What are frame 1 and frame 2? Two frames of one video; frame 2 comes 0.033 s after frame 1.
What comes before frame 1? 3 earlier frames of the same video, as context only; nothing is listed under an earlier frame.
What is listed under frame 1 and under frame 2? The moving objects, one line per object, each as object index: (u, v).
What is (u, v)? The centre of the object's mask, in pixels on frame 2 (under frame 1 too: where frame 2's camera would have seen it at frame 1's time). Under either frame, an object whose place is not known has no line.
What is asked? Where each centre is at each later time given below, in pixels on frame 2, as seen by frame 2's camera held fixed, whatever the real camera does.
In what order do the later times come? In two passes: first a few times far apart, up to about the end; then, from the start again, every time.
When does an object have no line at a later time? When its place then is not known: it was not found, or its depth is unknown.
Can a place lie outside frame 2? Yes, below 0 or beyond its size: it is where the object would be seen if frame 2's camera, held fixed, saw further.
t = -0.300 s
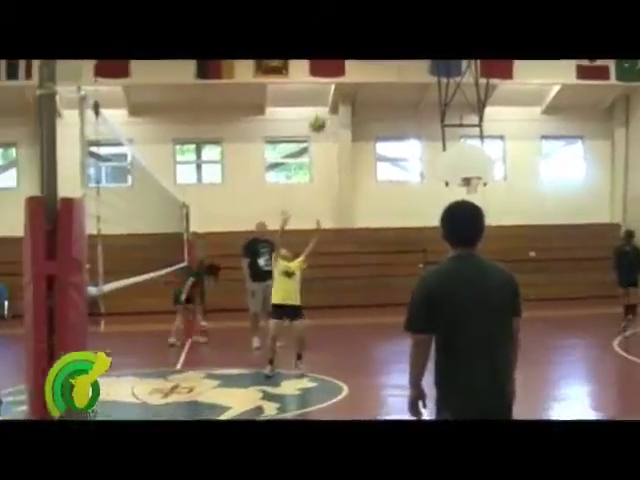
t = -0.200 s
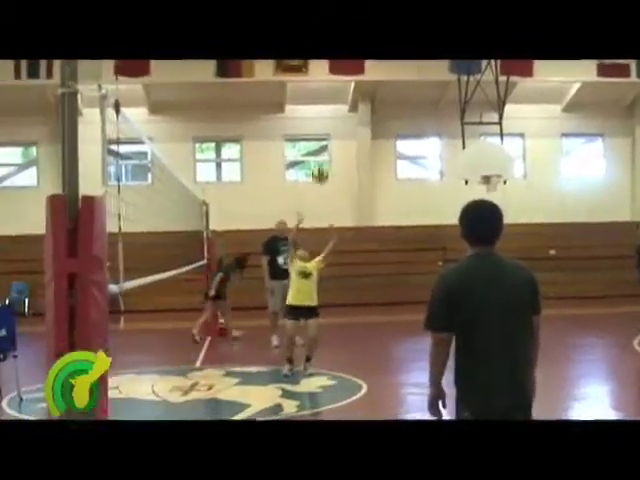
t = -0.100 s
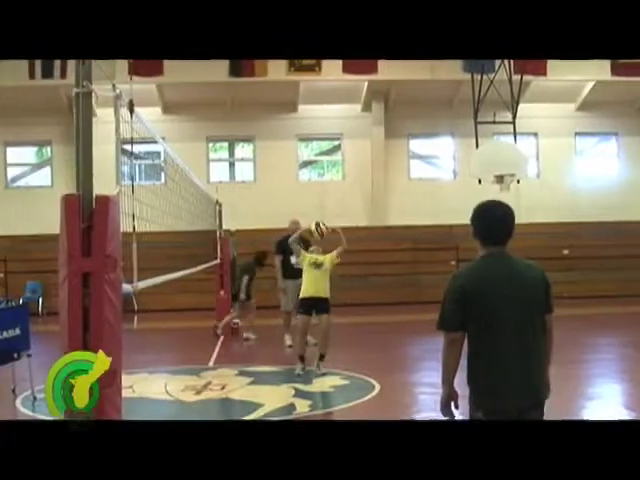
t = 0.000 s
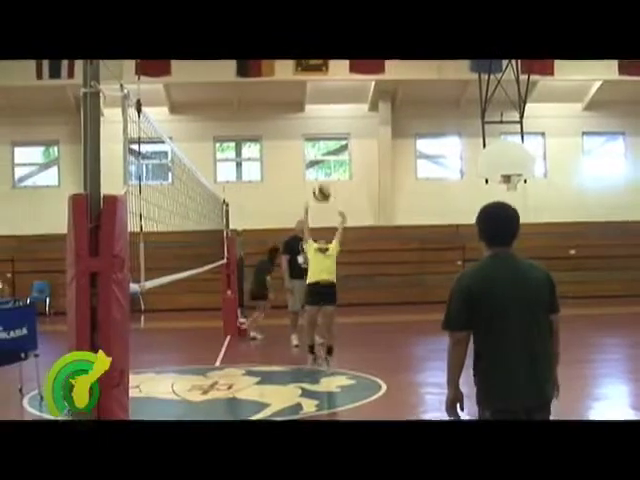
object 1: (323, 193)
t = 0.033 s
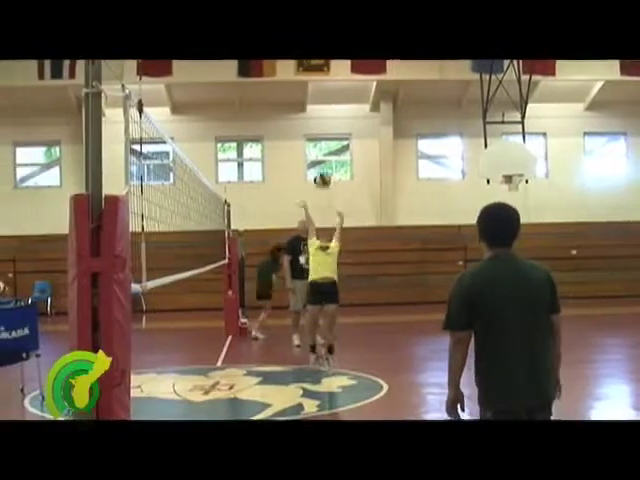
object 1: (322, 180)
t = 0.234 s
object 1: (317, 118)
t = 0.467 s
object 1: (313, 88)
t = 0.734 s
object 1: (311, 103)
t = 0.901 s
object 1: (313, 136)
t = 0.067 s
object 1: (321, 166)
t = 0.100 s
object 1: (321, 154)
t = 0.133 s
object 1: (319, 143)
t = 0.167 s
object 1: (319, 134)
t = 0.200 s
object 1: (318, 125)
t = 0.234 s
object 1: (317, 118)
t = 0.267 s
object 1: (316, 111)
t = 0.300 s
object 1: (316, 105)
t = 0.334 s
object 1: (315, 100)
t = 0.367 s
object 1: (314, 95)
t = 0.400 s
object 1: (313, 92)
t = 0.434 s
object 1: (313, 89)
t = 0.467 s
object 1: (313, 88)
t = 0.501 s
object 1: (313, 87)
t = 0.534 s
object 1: (312, 88)
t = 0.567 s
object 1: (312, 88)
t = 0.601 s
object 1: (312, 90)
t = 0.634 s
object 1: (312, 91)
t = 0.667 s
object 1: (313, 94)
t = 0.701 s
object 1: (312, 100)
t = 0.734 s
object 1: (311, 103)
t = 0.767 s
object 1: (312, 109)
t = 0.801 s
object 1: (310, 116)
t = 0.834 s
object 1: (311, 122)
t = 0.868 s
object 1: (312, 129)
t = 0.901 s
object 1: (313, 136)
